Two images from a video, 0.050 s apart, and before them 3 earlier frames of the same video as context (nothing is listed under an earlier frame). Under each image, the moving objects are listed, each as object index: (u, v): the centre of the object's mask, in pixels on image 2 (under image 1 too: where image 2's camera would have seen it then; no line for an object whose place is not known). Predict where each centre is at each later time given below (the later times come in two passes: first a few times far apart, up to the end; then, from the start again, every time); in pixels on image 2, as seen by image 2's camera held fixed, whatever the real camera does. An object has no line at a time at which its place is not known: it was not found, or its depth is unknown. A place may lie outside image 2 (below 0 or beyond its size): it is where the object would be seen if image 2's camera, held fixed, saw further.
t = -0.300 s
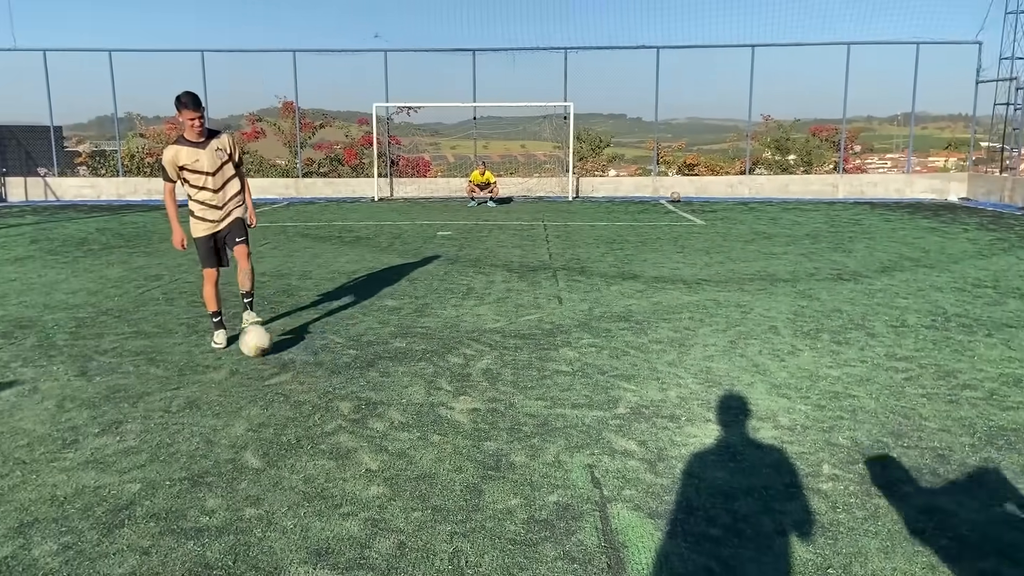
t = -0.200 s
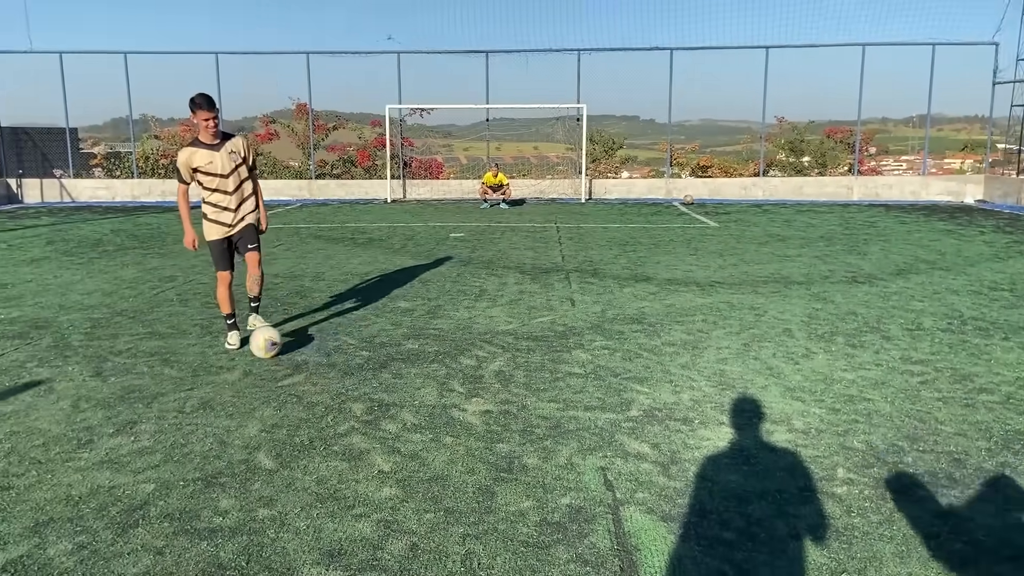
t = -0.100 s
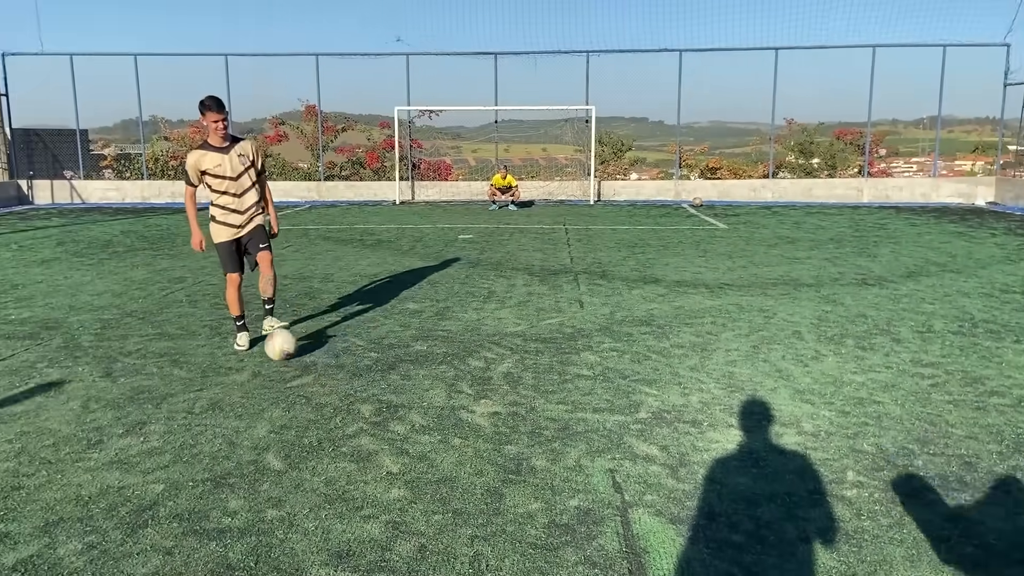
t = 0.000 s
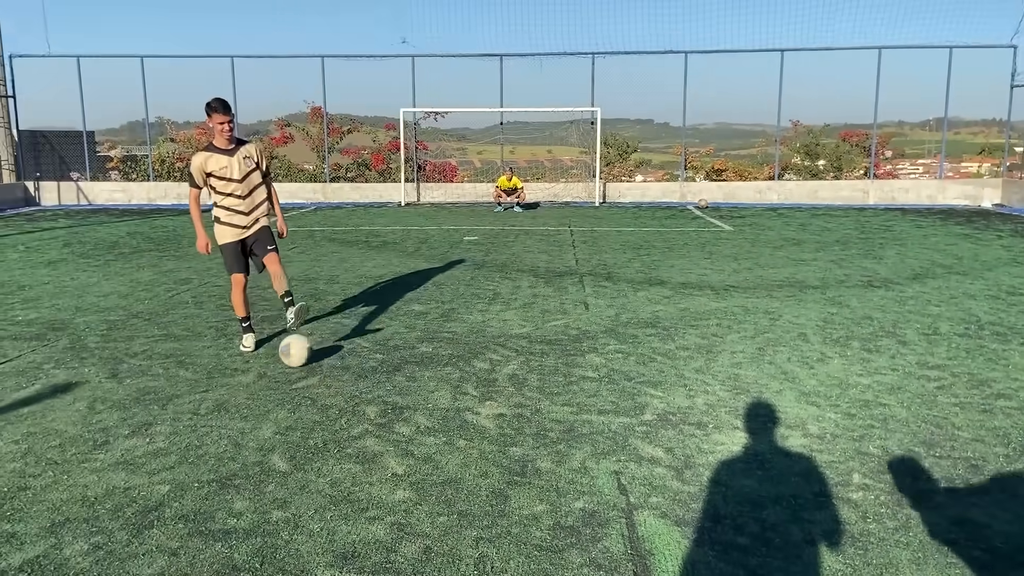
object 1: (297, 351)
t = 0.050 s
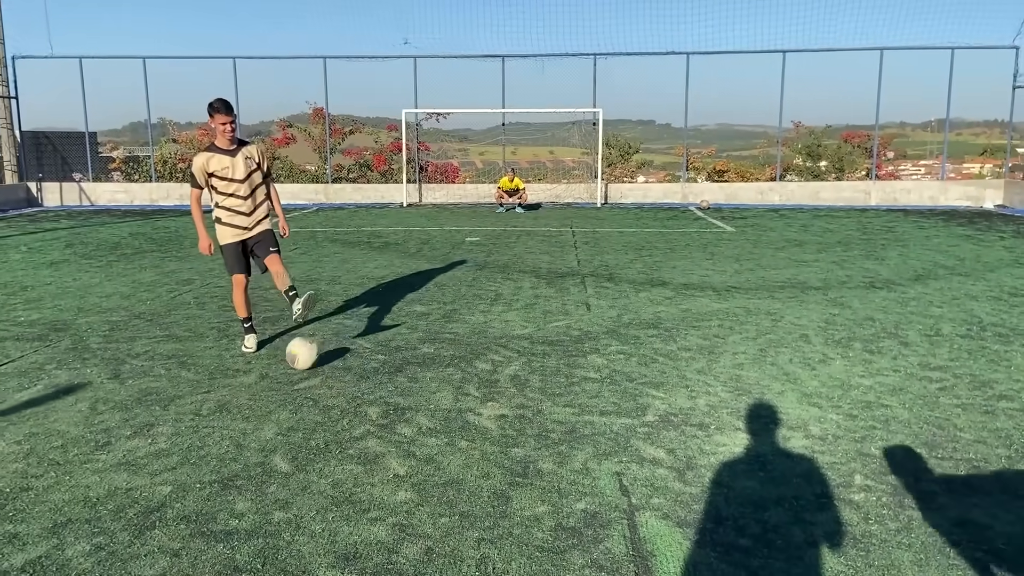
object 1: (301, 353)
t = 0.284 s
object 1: (326, 364)
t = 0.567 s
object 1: (355, 377)
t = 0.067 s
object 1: (304, 354)
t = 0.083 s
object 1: (306, 354)
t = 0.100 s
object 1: (307, 355)
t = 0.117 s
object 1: (309, 356)
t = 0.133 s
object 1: (311, 357)
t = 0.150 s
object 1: (313, 358)
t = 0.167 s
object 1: (314, 359)
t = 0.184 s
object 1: (315, 360)
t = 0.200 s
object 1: (317, 360)
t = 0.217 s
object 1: (319, 361)
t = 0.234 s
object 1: (321, 361)
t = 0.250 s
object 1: (322, 362)
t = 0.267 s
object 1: (324, 363)
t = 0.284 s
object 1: (326, 364)
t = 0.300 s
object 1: (328, 364)
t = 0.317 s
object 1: (329, 365)
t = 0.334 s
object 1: (330, 366)
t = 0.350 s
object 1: (332, 367)
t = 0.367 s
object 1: (333, 368)
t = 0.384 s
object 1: (336, 368)
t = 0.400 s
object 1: (337, 369)
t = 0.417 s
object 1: (339, 370)
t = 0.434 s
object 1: (340, 371)
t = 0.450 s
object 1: (342, 371)
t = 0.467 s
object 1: (344, 372)
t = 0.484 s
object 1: (346, 373)
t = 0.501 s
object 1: (348, 374)
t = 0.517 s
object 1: (350, 374)
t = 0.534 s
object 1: (352, 375)
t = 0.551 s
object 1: (354, 376)
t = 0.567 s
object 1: (355, 377)
